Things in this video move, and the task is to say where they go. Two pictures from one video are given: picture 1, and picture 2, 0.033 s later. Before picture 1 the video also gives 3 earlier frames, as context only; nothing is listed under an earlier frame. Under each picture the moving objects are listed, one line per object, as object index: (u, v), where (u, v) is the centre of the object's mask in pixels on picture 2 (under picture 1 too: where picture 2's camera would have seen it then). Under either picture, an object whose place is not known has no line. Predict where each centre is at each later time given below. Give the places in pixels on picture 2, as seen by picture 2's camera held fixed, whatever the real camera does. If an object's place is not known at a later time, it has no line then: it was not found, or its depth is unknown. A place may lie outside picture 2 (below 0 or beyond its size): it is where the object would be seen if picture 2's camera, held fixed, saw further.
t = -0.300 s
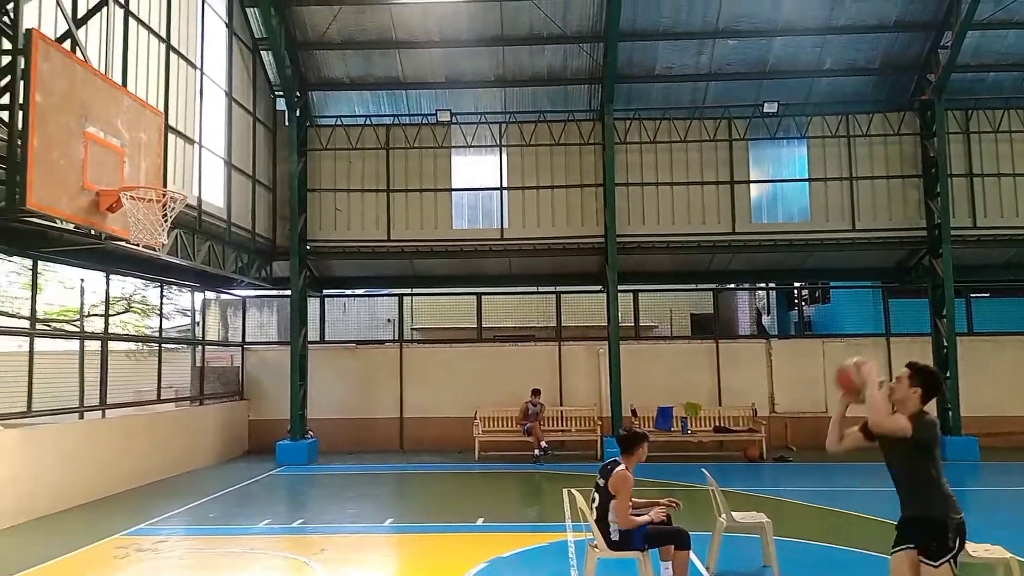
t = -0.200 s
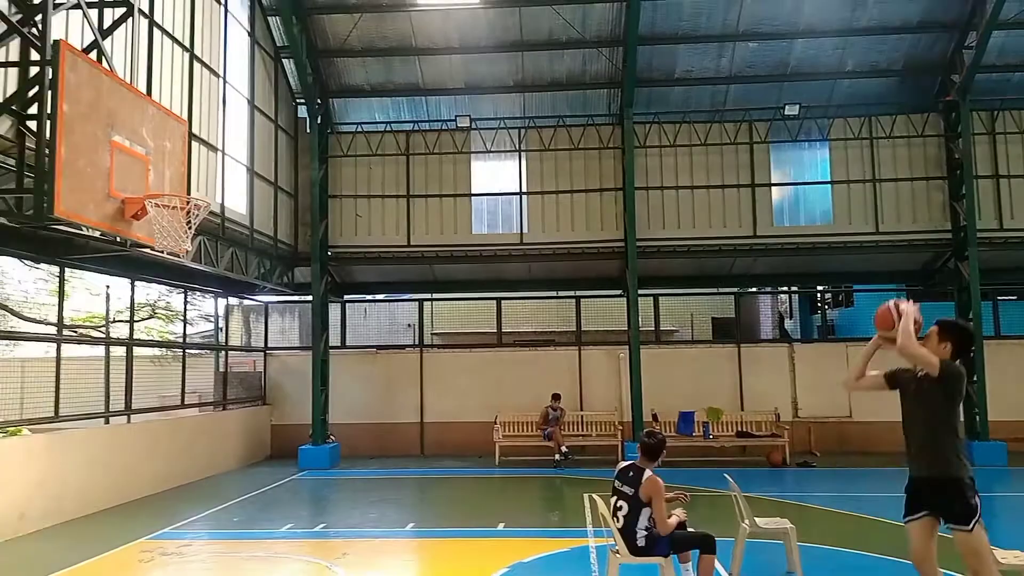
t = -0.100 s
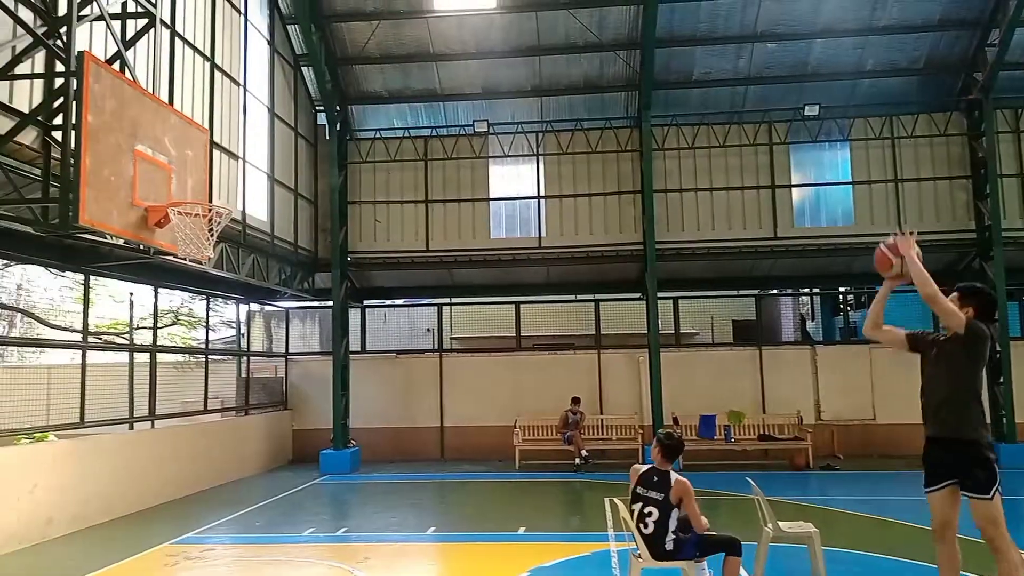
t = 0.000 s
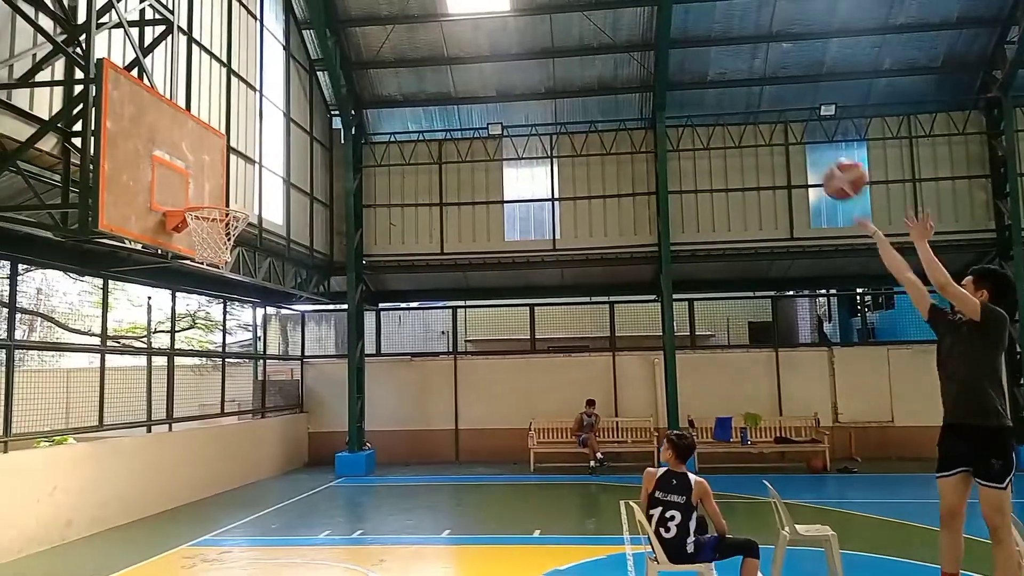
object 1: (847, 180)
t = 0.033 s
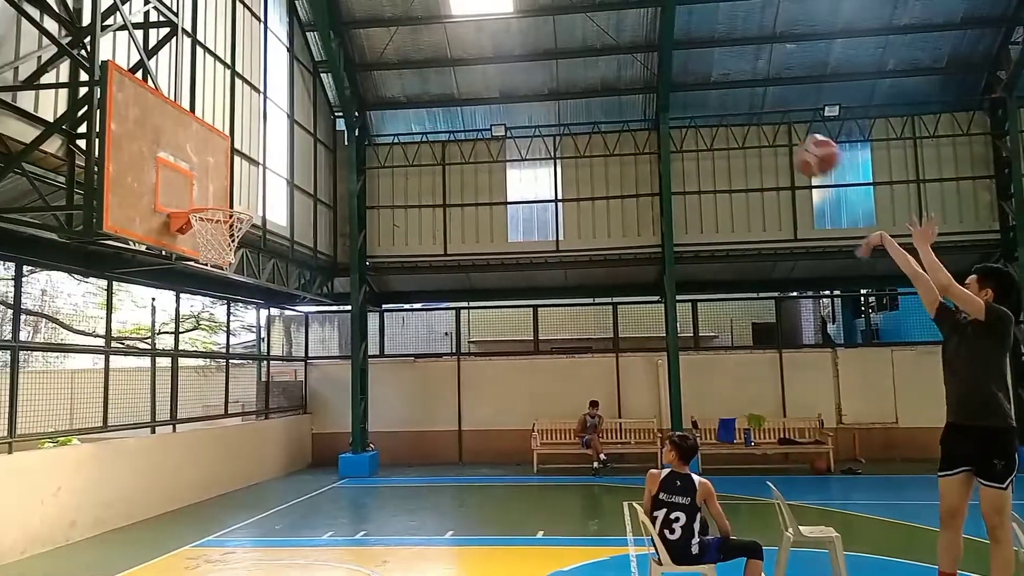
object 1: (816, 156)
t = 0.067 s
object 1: (787, 134)
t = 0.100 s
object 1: (756, 115)
